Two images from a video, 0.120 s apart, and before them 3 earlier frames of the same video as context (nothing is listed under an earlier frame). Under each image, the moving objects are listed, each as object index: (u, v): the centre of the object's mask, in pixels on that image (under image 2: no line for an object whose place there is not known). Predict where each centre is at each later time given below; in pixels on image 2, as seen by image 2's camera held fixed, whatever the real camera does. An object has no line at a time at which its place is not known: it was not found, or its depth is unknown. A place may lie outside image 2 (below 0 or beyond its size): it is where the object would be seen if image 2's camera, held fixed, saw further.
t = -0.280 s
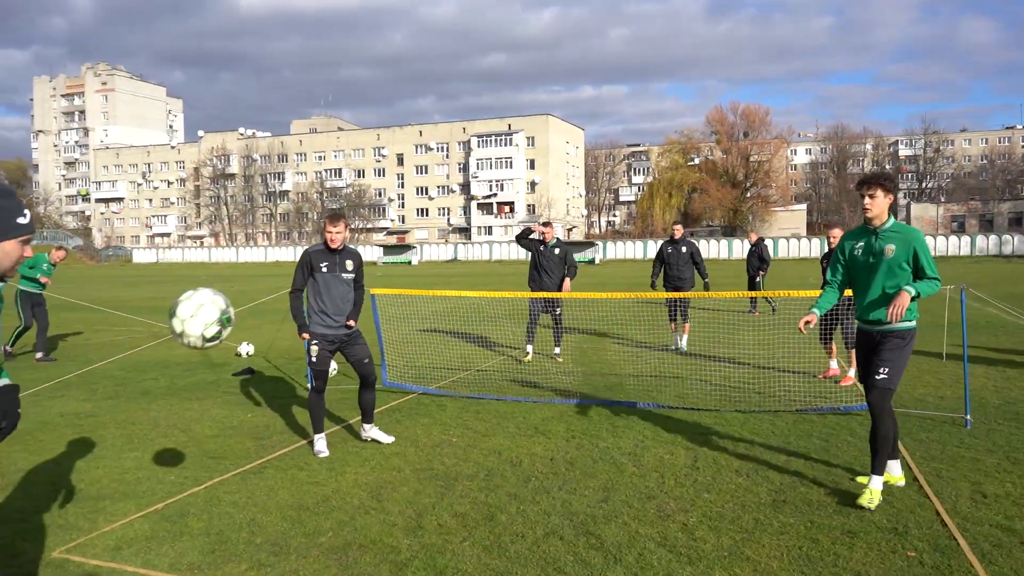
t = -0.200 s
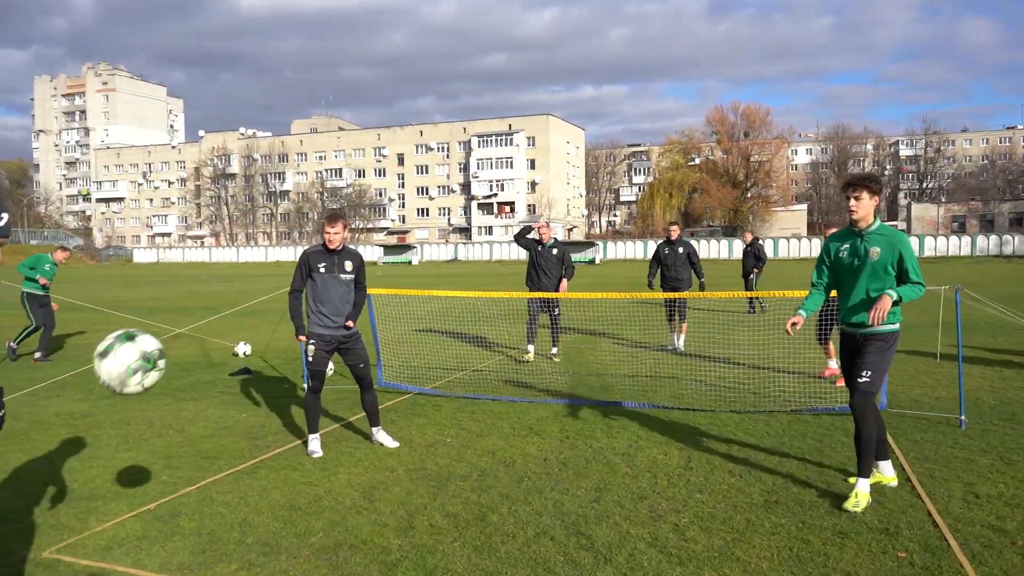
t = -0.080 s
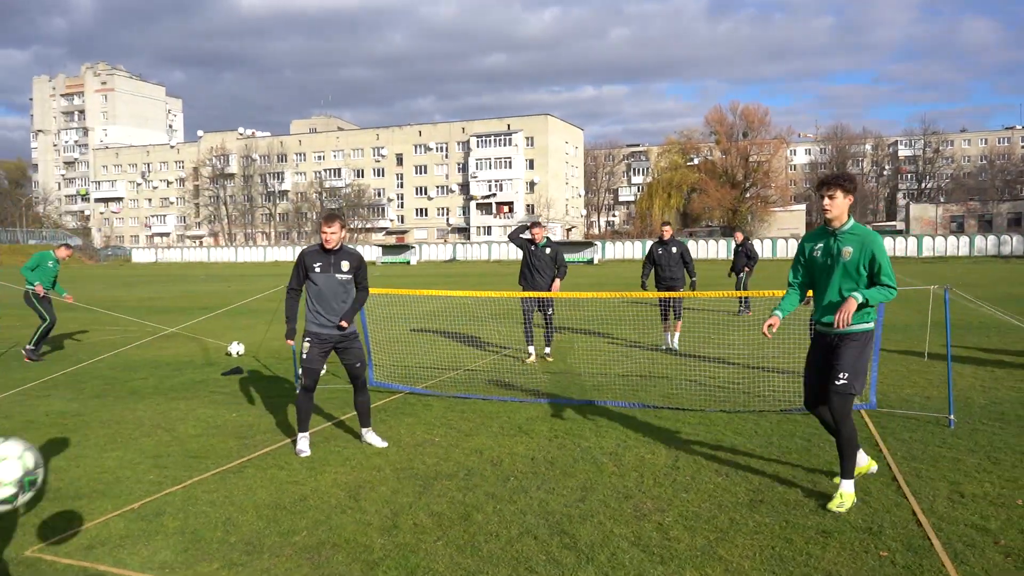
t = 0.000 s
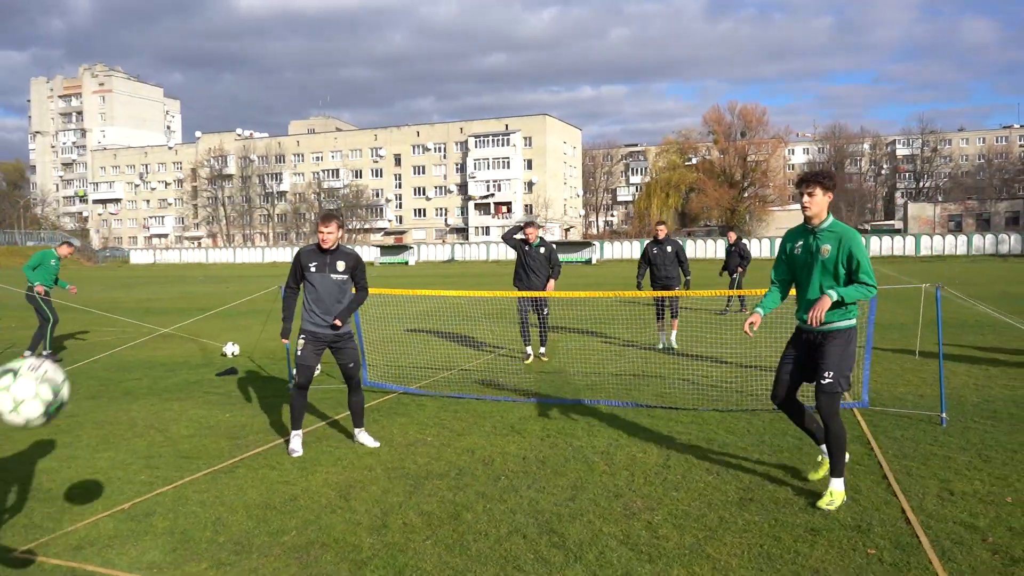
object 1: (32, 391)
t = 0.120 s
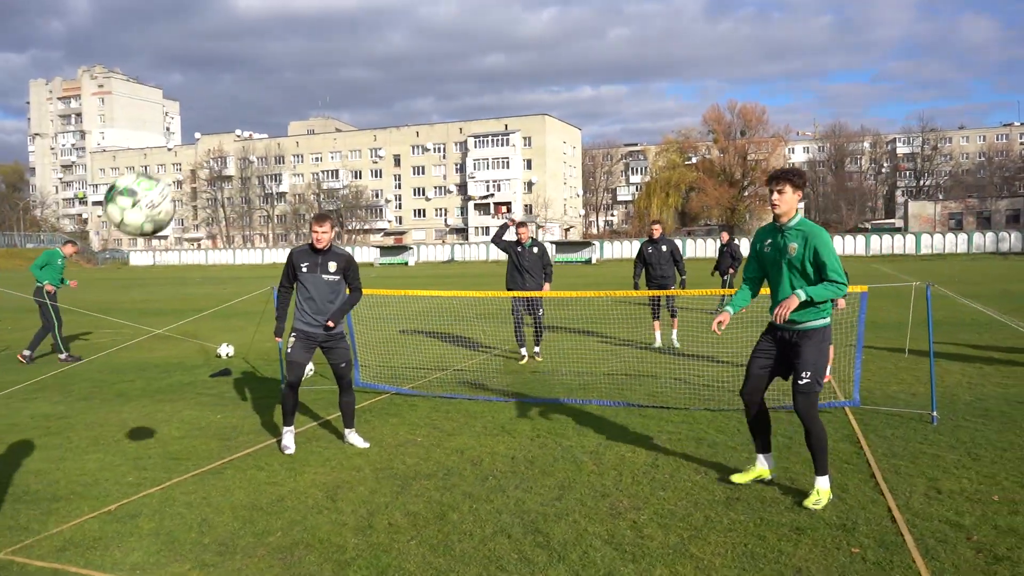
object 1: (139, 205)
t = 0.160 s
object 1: (177, 156)
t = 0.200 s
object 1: (211, 115)
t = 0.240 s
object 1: (245, 80)
